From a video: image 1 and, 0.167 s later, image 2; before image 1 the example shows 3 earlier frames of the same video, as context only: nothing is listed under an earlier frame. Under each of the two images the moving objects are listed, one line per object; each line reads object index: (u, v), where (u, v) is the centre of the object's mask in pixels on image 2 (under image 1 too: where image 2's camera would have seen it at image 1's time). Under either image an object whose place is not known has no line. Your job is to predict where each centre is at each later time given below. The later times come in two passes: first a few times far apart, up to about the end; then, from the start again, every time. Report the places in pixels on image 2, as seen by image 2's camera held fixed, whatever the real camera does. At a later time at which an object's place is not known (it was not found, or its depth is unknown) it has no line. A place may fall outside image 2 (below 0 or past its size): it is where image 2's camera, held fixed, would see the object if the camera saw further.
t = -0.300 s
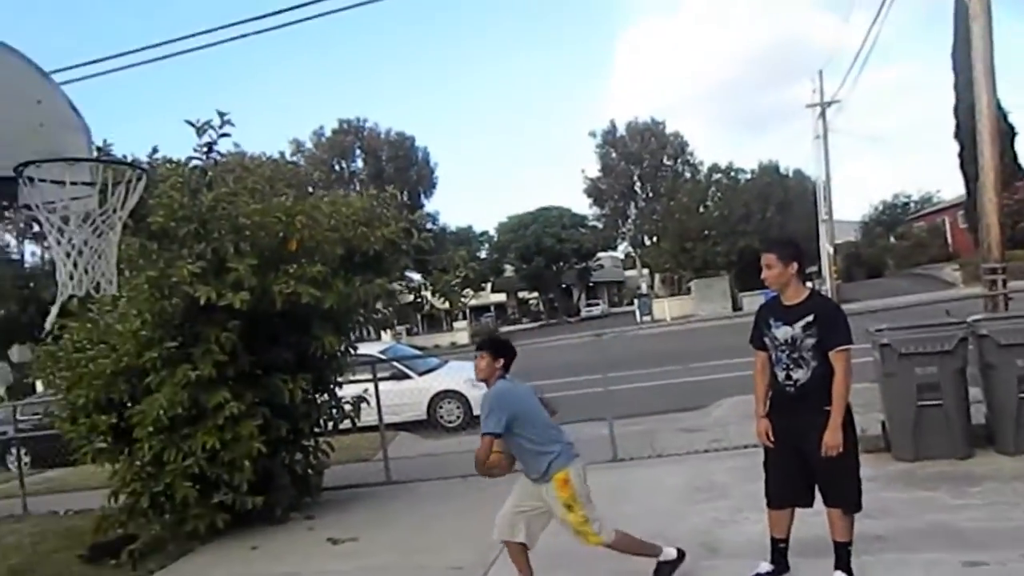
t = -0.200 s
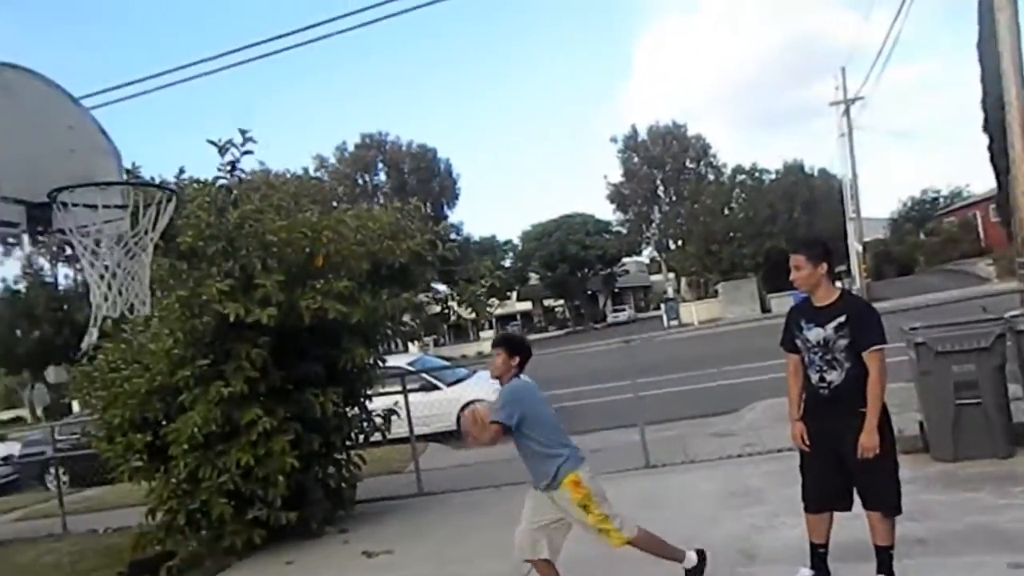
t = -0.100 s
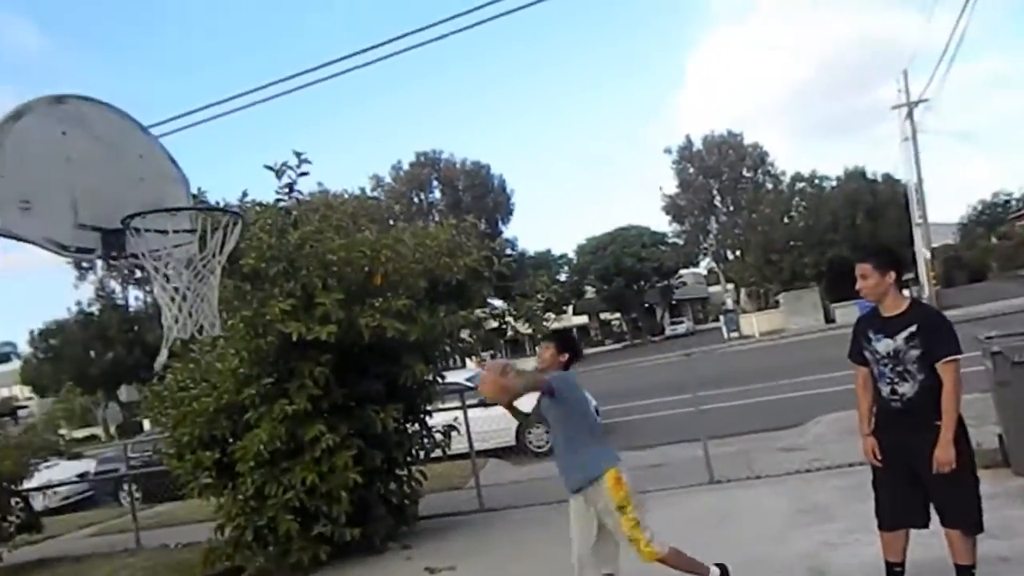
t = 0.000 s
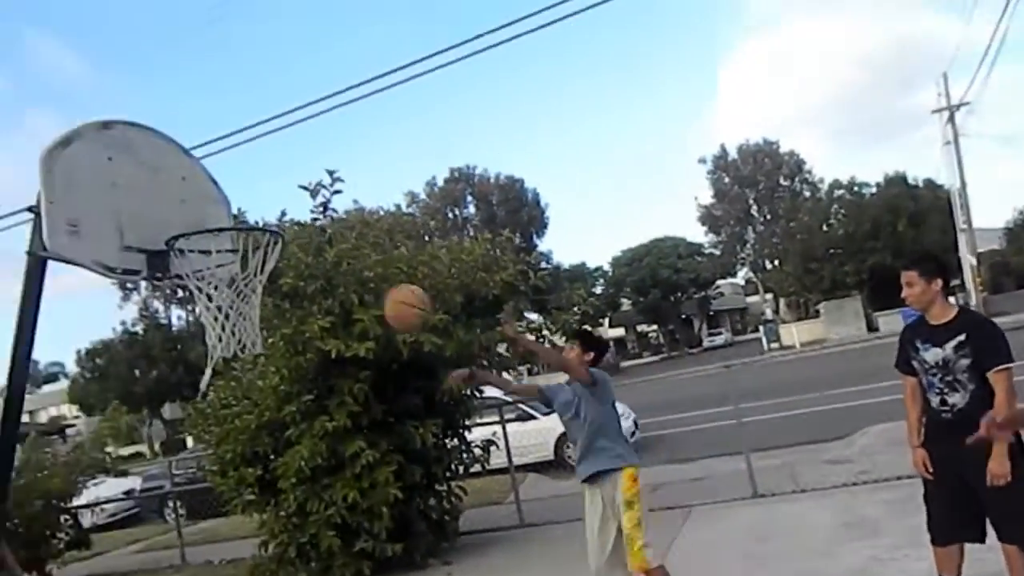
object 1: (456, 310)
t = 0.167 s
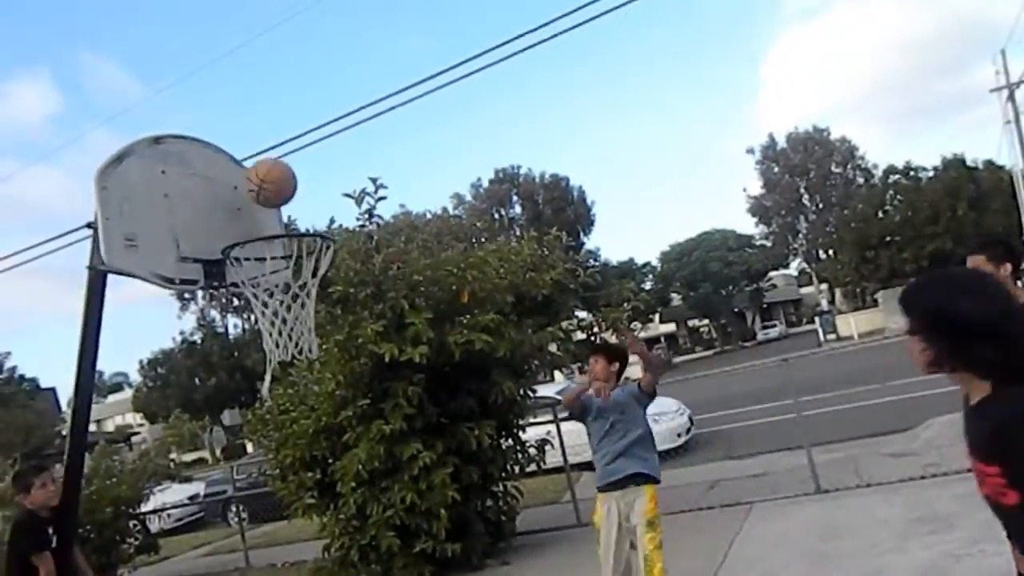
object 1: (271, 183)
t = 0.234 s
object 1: (274, 145)
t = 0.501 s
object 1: (311, 69)
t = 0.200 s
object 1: (273, 163)
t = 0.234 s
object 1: (274, 145)
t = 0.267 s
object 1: (277, 129)
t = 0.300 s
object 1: (280, 115)
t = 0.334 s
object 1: (284, 102)
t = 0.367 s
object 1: (288, 91)
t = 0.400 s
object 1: (293, 82)
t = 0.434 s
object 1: (298, 75)
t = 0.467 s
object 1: (304, 71)
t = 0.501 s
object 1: (311, 69)
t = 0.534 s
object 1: (318, 70)
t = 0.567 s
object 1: (326, 74)
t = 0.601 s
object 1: (335, 81)
